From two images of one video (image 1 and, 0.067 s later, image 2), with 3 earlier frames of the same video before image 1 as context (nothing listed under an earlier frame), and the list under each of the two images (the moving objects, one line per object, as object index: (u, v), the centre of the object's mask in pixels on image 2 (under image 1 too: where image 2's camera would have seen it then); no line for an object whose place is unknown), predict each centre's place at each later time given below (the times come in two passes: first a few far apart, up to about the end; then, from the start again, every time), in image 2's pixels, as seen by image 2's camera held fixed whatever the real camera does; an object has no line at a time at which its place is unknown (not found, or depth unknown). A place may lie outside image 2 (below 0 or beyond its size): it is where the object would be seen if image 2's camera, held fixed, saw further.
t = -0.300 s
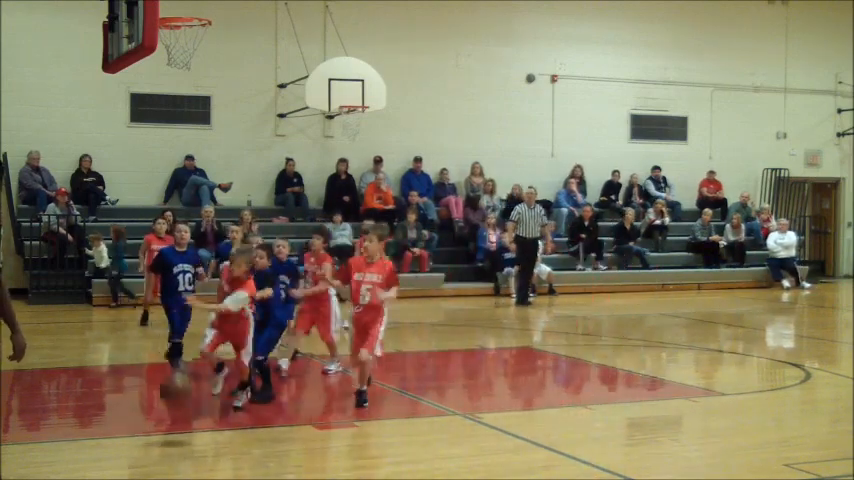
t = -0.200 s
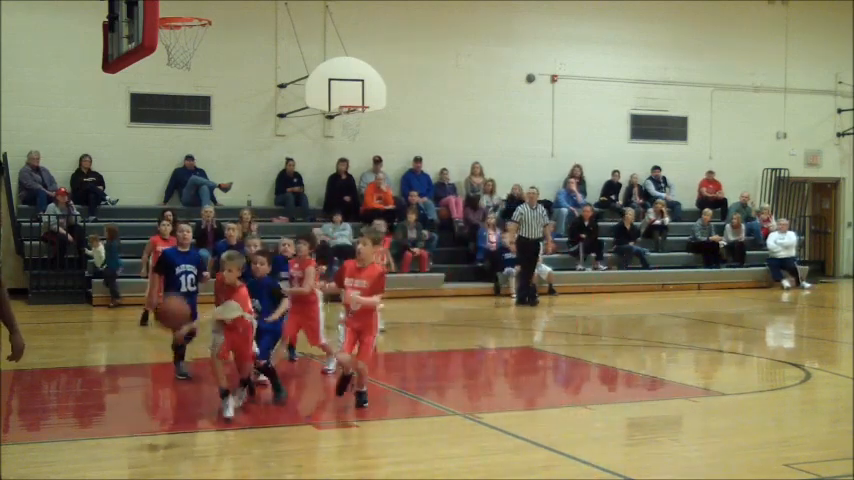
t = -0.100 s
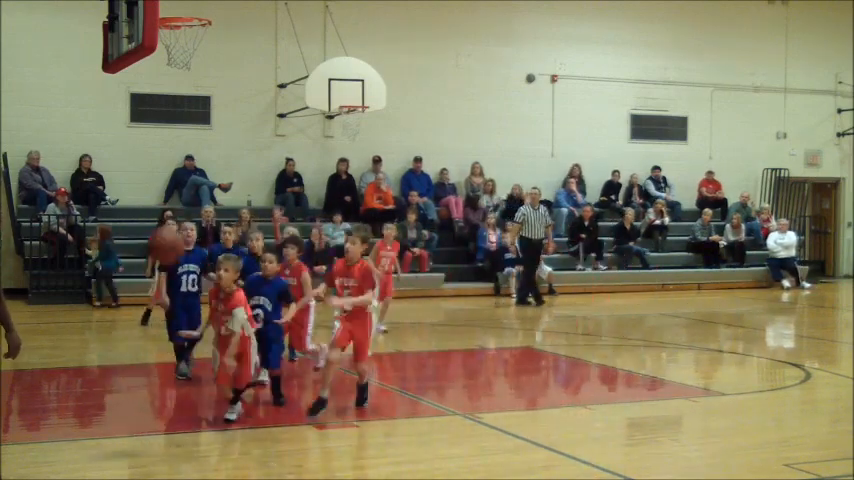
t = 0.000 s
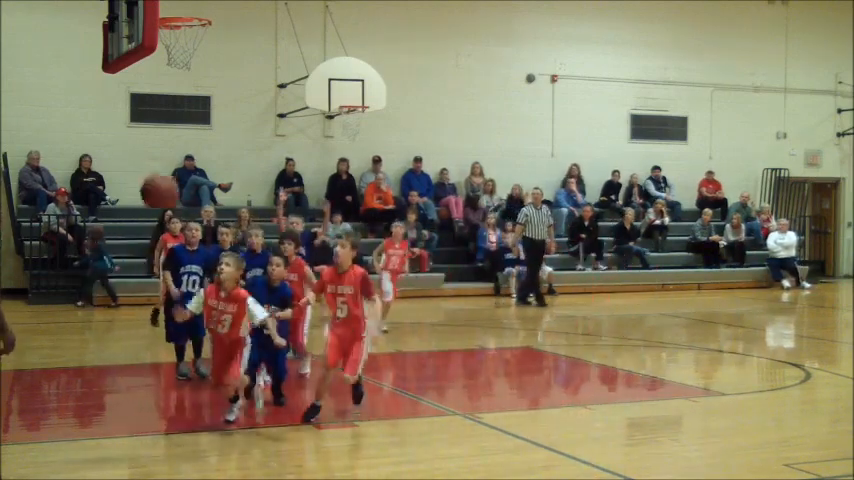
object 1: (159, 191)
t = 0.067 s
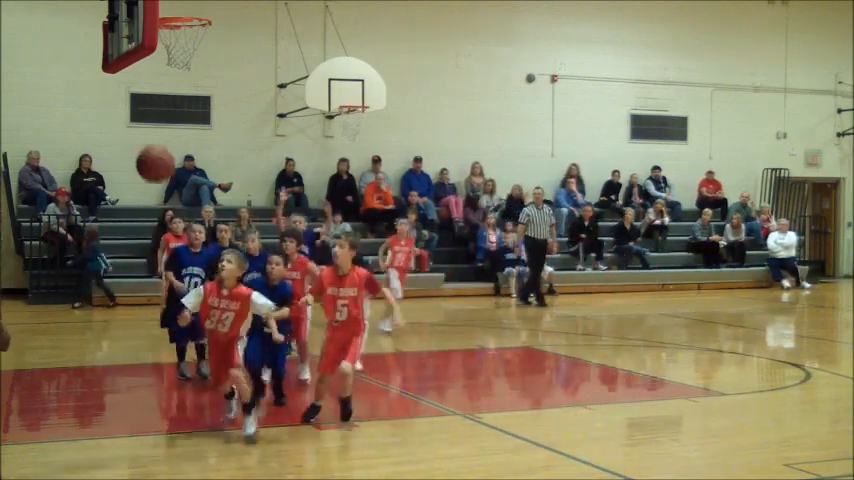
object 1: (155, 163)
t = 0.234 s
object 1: (144, 121)
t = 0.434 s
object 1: (129, 131)
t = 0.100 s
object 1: (153, 152)
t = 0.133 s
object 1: (151, 142)
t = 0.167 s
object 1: (148, 133)
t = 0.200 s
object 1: (146, 127)
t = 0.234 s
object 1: (144, 121)
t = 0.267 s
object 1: (141, 119)
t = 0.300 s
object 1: (139, 117)
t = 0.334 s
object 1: (137, 118)
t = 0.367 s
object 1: (134, 120)
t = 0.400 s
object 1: (132, 125)
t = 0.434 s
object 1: (129, 131)
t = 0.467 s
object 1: (127, 140)
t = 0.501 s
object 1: (124, 151)
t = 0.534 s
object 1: (121, 164)
